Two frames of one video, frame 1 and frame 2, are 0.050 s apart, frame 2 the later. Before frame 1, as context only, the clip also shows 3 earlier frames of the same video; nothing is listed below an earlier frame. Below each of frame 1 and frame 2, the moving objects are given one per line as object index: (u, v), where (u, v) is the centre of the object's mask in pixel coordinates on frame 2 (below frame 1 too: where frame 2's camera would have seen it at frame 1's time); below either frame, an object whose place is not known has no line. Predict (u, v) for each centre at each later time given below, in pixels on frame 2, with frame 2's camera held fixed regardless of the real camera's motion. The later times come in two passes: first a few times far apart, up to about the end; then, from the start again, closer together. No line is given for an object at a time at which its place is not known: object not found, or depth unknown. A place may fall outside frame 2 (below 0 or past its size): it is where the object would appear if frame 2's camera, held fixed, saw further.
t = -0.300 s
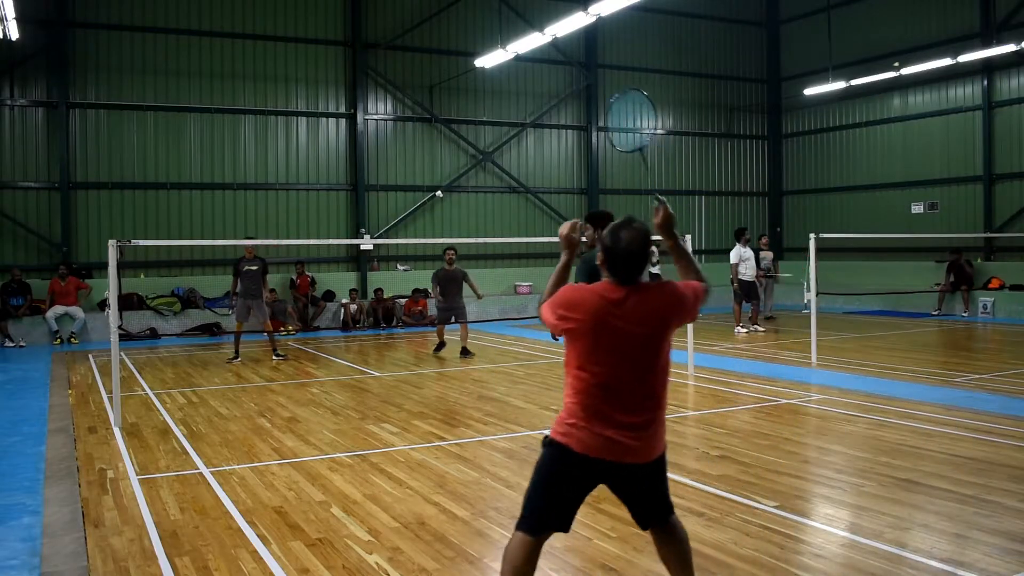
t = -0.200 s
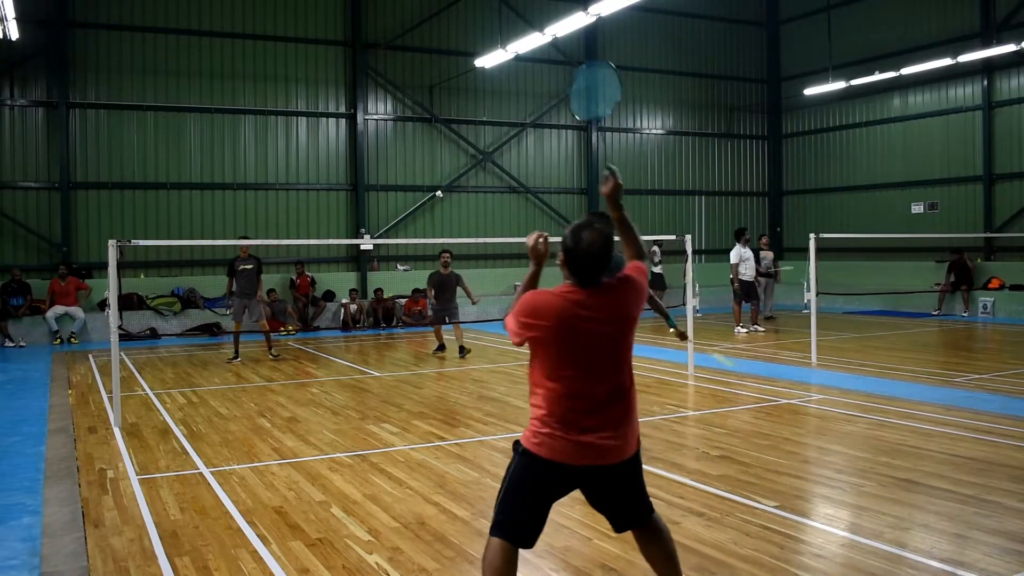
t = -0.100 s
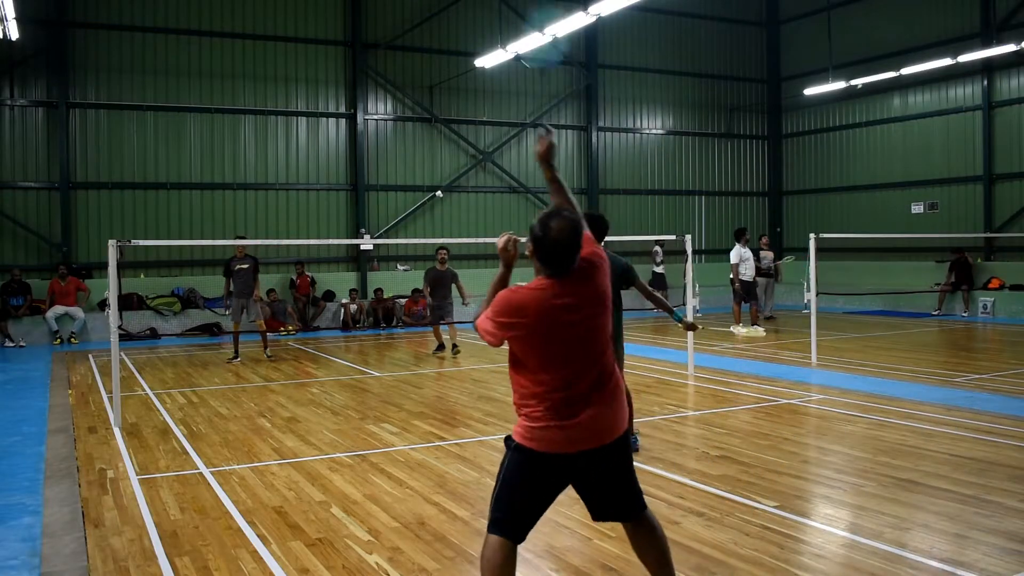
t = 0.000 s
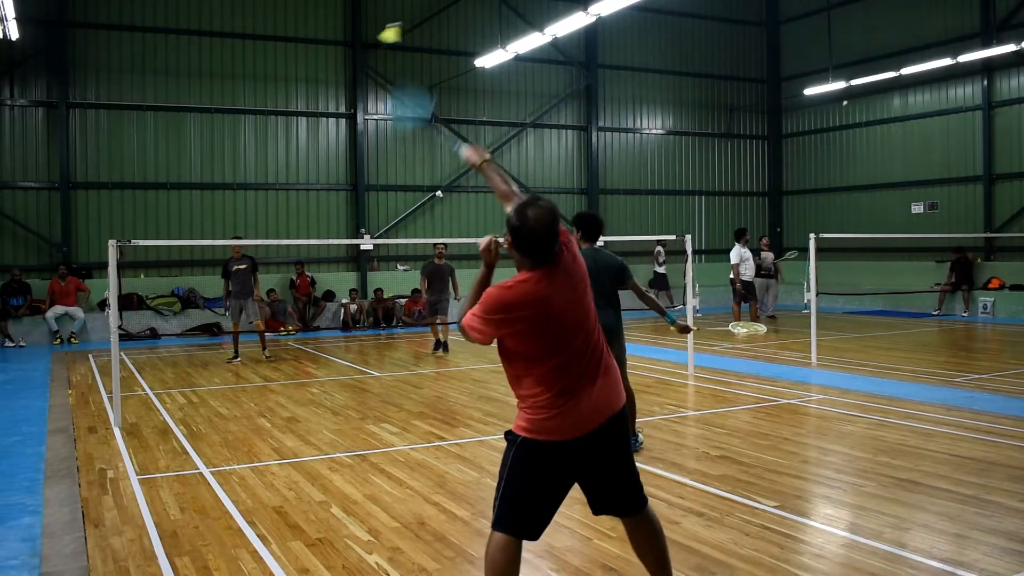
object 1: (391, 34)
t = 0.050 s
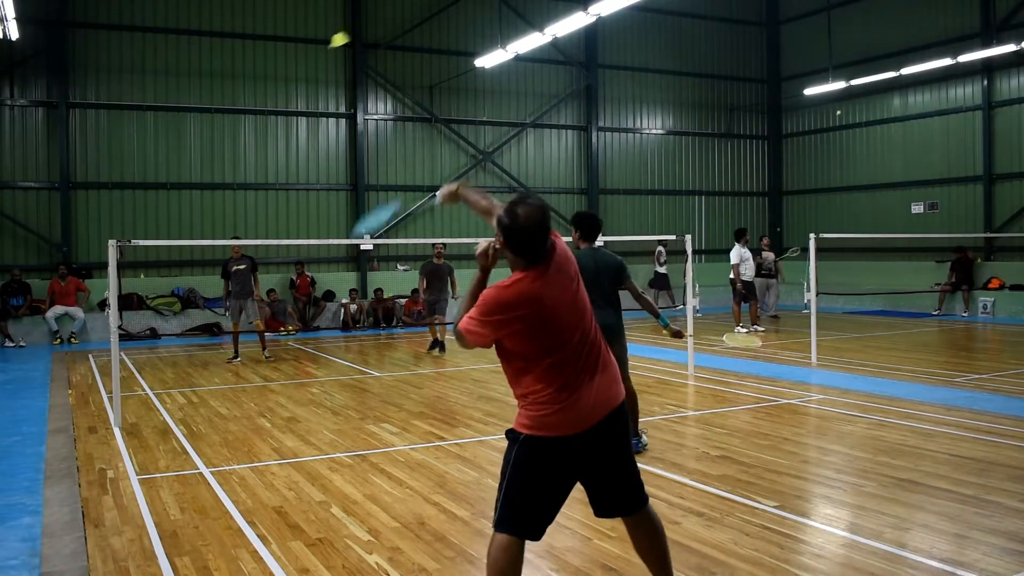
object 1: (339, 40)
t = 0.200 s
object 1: (249, 92)
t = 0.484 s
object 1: (188, 183)
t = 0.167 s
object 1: (262, 82)
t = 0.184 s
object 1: (256, 87)
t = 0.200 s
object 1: (249, 92)
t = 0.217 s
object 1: (243, 98)
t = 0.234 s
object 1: (238, 103)
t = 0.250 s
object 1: (233, 108)
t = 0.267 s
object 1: (228, 113)
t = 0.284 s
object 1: (224, 119)
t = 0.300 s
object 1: (220, 124)
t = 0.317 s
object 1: (217, 129)
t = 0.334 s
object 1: (213, 134)
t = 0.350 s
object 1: (210, 139)
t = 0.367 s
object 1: (206, 144)
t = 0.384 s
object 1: (203, 150)
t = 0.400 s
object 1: (201, 155)
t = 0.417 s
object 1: (198, 161)
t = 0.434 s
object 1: (195, 166)
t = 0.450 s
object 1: (193, 172)
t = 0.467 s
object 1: (191, 178)
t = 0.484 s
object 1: (188, 183)
